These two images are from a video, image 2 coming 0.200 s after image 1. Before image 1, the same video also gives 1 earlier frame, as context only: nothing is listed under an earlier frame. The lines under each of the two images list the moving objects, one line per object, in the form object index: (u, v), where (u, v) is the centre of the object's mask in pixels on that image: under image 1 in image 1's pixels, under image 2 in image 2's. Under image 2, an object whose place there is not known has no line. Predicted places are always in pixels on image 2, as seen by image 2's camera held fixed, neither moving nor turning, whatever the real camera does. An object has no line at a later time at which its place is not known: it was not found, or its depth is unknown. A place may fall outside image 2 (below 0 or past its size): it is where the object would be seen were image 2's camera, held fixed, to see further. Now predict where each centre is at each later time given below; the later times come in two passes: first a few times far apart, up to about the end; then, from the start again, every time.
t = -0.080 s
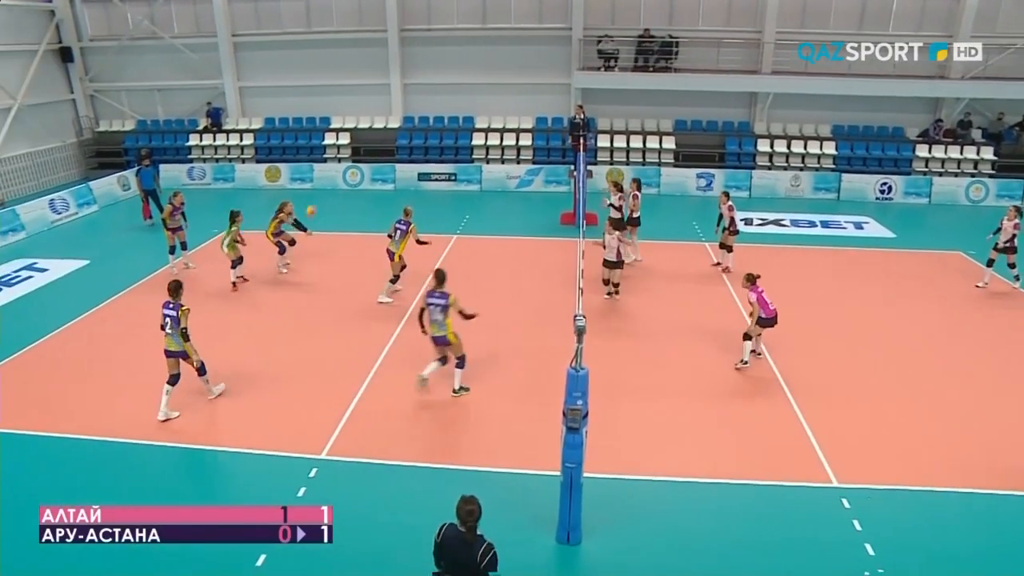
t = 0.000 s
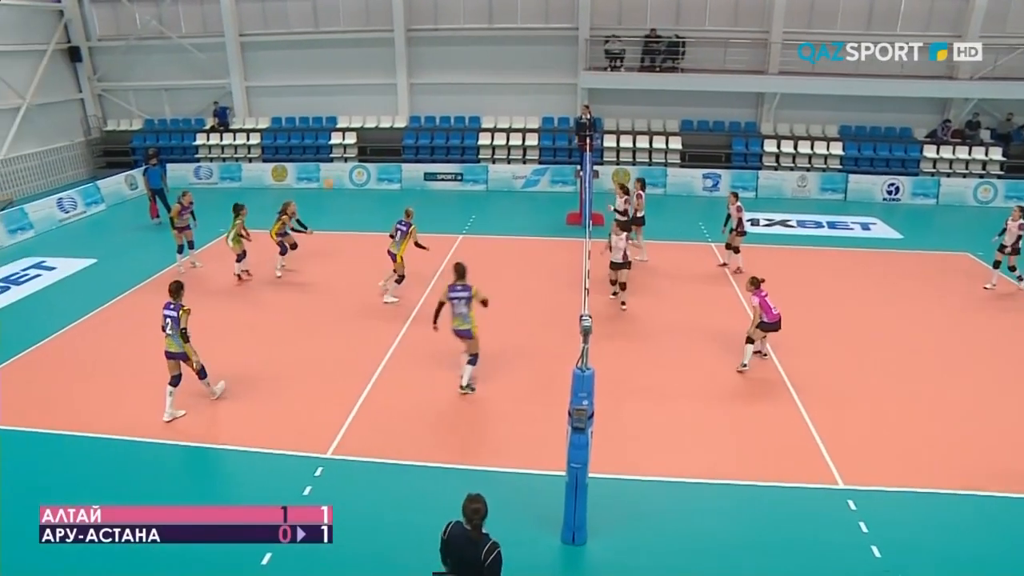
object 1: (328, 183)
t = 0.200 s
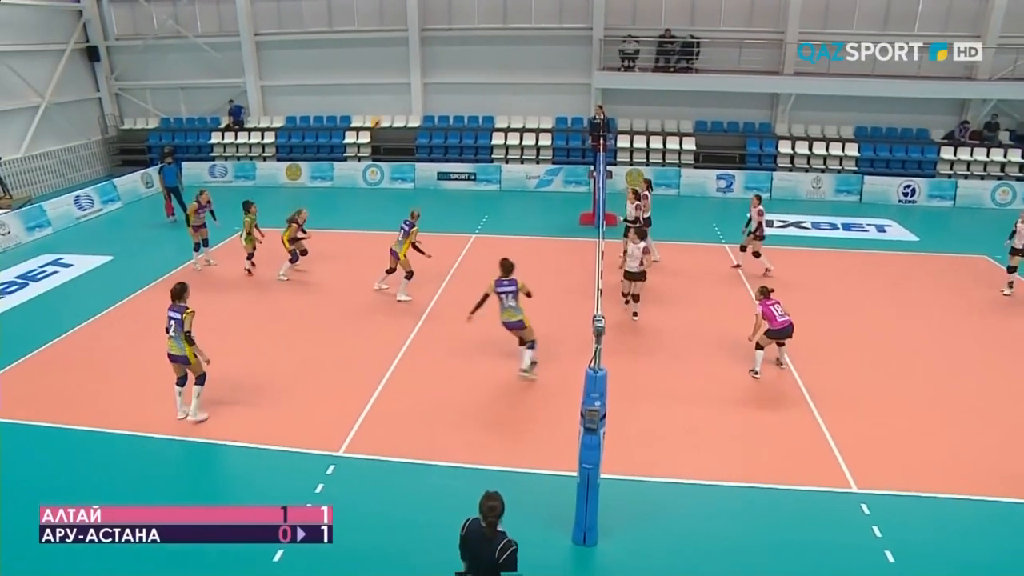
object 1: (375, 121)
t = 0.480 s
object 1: (430, 65)
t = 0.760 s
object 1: (491, 49)
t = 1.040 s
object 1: (555, 81)
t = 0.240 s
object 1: (383, 112)
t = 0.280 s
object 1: (390, 102)
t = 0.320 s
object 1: (398, 93)
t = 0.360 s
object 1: (406, 84)
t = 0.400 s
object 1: (413, 77)
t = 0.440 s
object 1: (422, 71)
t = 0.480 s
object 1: (430, 65)
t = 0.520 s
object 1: (438, 60)
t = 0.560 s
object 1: (446, 56)
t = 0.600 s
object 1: (455, 52)
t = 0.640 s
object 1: (463, 50)
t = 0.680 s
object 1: (471, 48)
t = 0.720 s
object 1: (480, 49)
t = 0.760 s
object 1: (491, 49)
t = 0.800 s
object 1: (499, 50)
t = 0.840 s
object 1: (509, 53)
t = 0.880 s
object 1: (517, 56)
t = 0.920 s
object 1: (526, 60)
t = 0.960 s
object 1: (536, 67)
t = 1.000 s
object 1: (546, 74)
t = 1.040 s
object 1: (555, 81)
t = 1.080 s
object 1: (565, 90)
